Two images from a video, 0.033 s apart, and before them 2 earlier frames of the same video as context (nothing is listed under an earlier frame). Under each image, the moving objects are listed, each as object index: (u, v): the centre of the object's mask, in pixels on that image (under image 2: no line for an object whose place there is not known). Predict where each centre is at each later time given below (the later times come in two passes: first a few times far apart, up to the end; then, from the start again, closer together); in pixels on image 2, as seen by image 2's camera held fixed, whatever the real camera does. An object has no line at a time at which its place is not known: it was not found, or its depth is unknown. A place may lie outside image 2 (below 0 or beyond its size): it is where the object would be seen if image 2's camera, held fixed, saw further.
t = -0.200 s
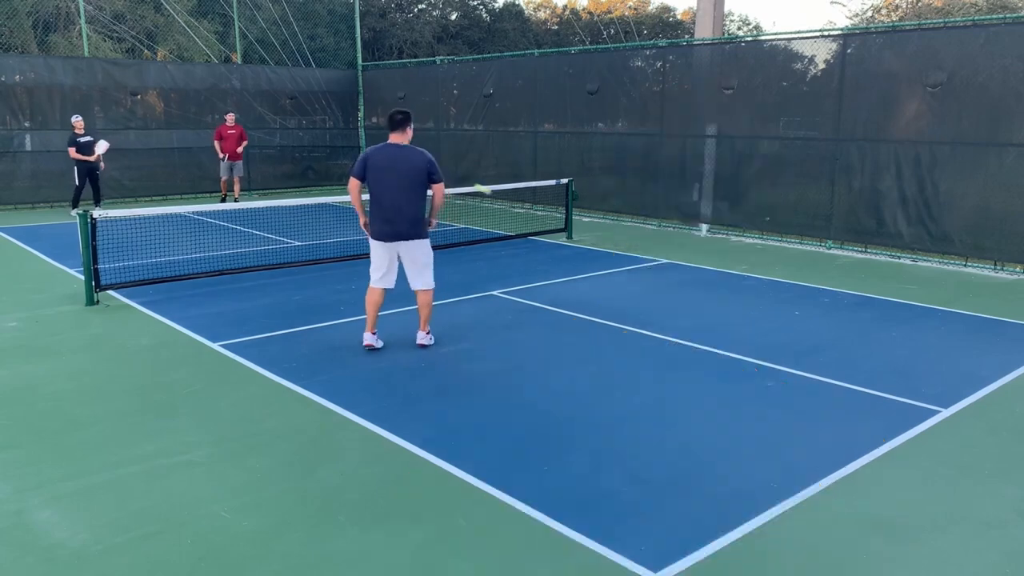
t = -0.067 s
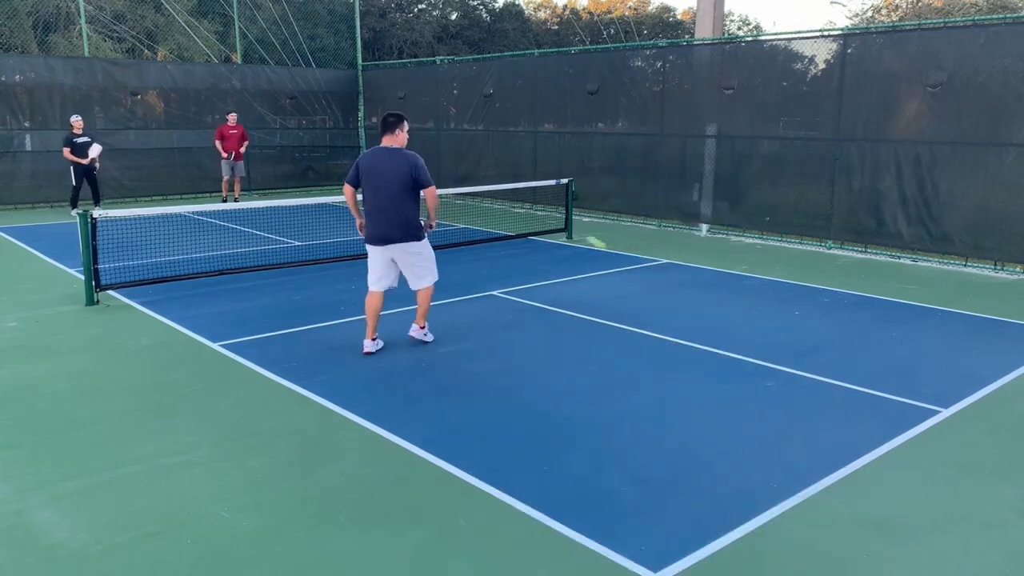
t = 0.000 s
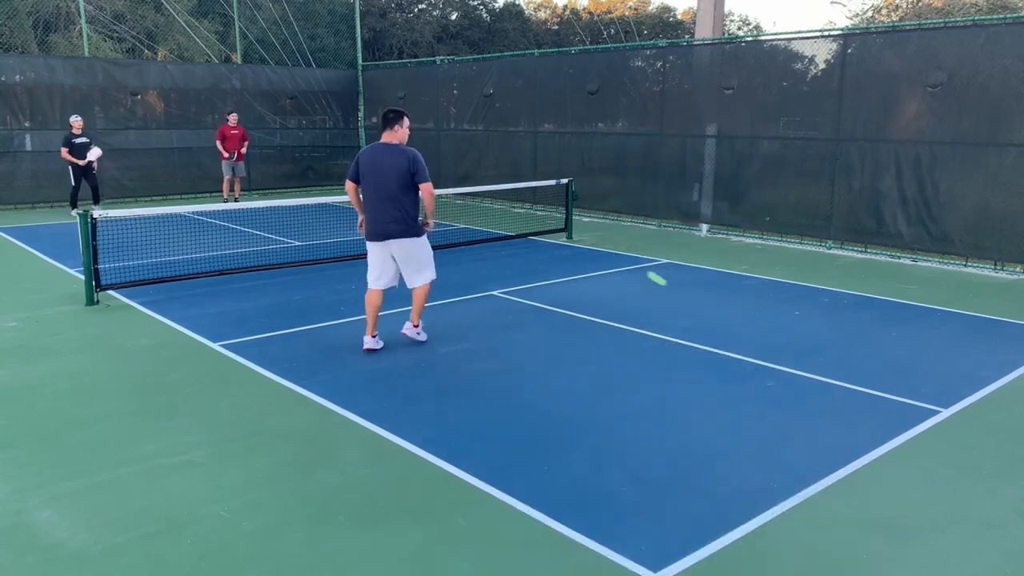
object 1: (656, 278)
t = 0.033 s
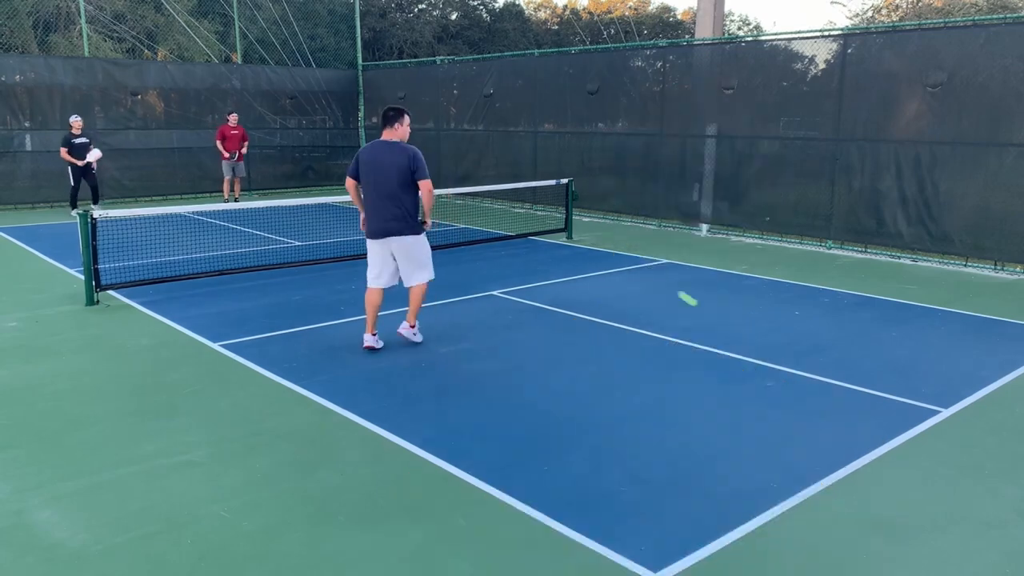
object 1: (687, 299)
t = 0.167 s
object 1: (789, 277)
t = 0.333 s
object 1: (925, 273)
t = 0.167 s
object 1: (789, 277)
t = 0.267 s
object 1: (869, 270)
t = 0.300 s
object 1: (897, 270)
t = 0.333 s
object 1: (925, 273)
